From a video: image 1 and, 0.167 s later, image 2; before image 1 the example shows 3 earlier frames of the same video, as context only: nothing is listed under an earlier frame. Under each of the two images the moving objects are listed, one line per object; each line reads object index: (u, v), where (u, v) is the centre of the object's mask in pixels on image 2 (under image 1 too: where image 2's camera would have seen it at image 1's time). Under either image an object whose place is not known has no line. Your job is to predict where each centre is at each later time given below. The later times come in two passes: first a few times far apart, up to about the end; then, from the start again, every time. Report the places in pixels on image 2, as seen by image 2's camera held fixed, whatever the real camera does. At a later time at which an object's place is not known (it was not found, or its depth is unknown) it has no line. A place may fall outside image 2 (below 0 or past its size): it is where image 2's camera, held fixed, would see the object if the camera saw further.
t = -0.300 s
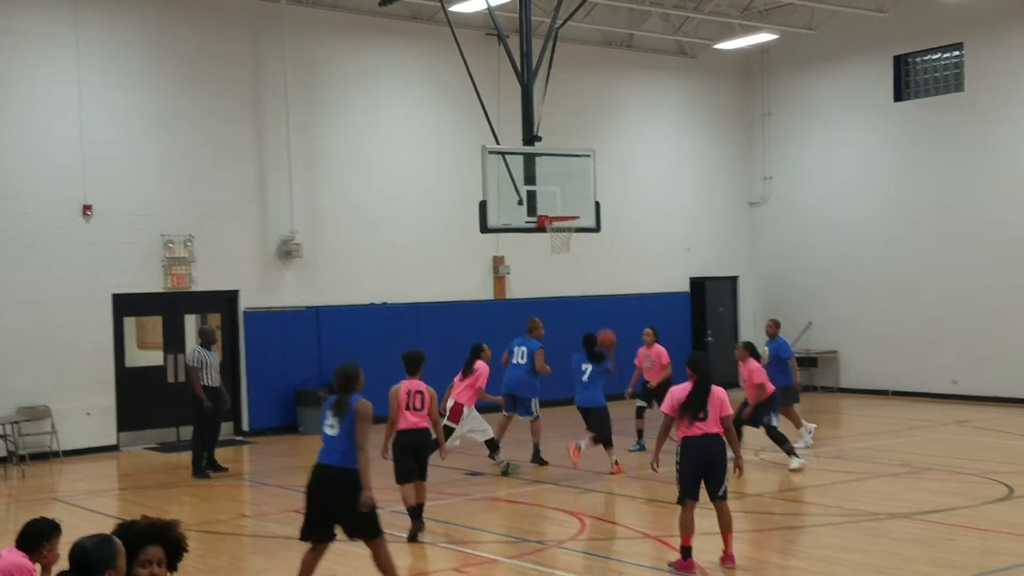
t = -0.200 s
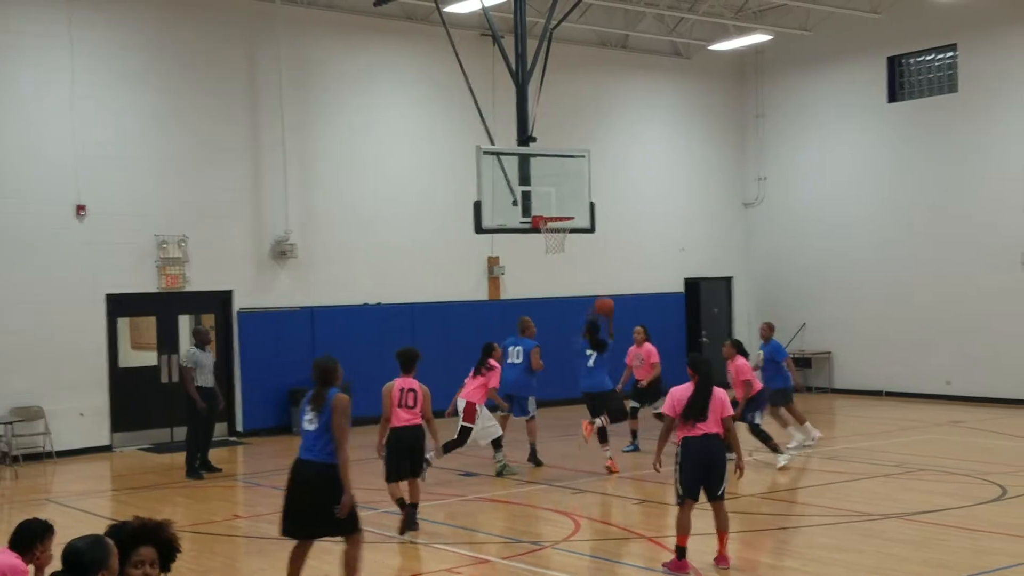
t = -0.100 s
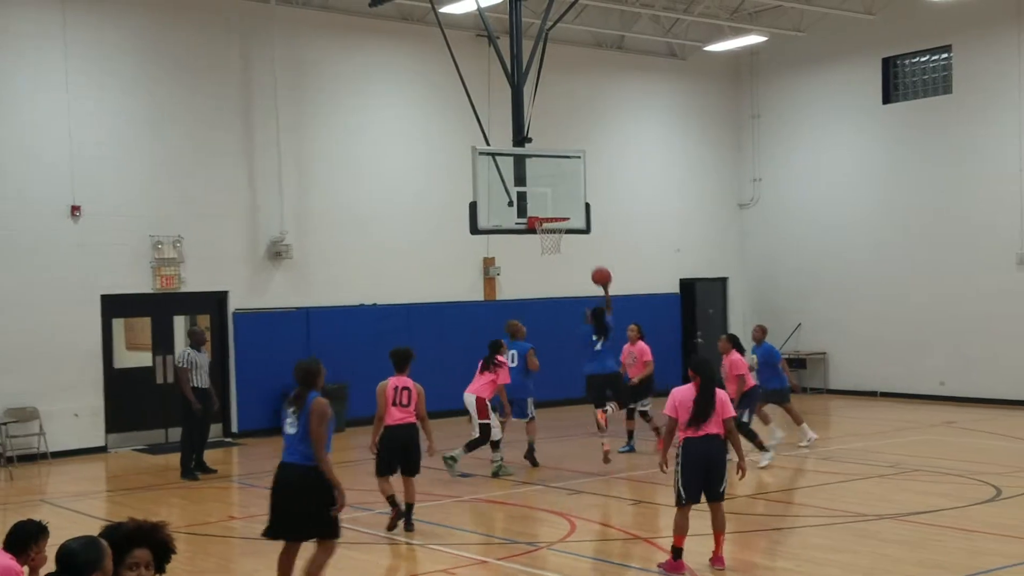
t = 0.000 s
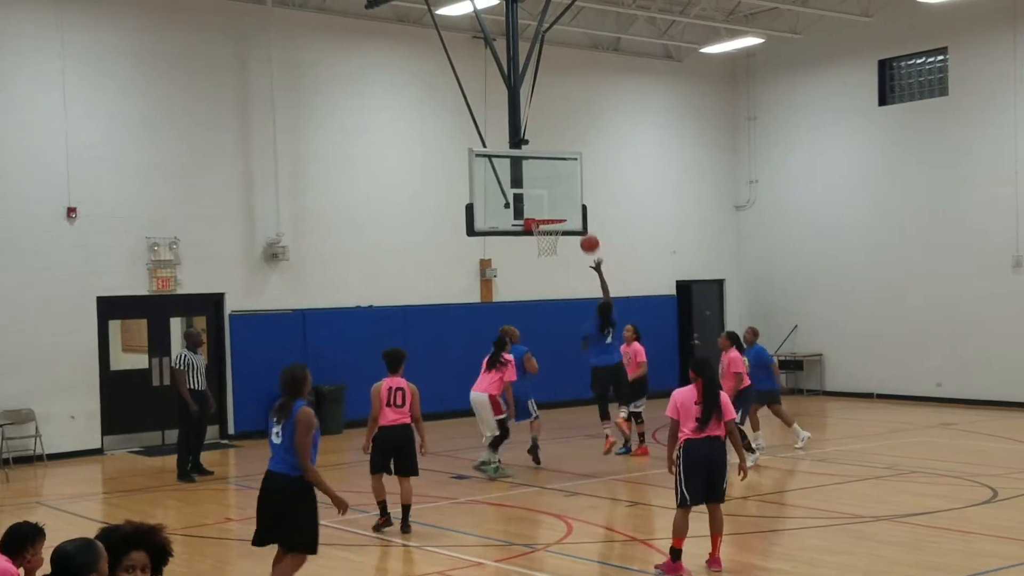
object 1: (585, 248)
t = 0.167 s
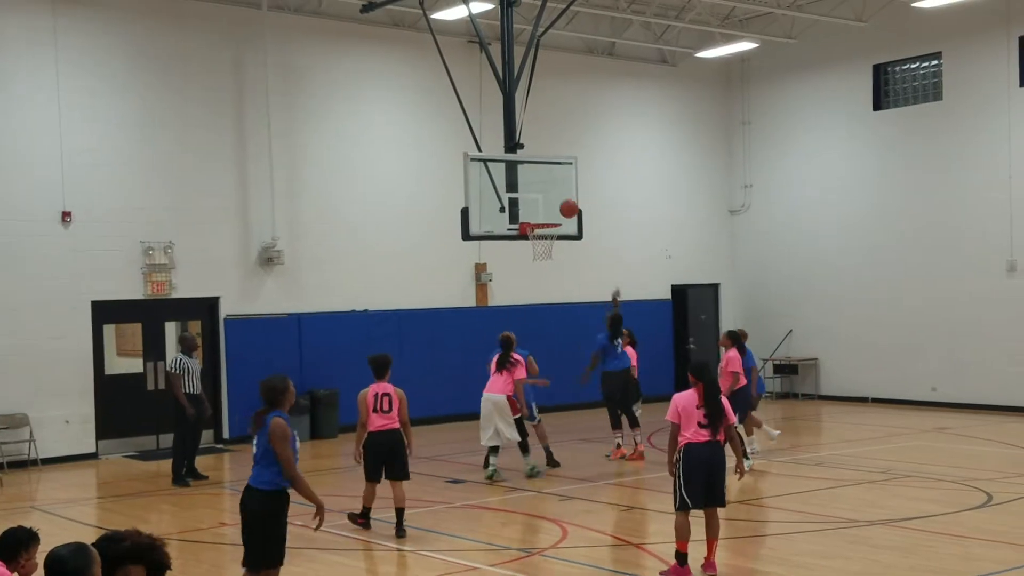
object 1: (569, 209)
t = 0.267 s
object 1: (560, 197)
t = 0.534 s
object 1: (539, 203)
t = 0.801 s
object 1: (563, 211)
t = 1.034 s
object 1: (607, 234)
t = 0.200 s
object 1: (566, 204)
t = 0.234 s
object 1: (563, 200)
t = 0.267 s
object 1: (560, 197)
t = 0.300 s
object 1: (557, 194)
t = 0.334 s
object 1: (554, 193)
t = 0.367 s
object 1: (552, 193)
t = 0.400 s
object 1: (549, 193)
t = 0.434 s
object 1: (546, 194)
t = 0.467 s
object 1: (544, 196)
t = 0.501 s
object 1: (541, 199)
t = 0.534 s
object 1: (539, 203)
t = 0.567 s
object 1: (536, 207)
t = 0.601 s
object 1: (534, 213)
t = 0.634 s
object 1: (532, 217)
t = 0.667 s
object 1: (538, 216)
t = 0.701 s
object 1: (544, 213)
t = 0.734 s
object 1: (551, 211)
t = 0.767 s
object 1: (557, 211)
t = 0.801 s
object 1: (563, 211)
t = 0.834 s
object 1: (569, 212)
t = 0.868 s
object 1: (575, 213)
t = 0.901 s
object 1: (582, 216)
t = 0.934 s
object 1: (588, 219)
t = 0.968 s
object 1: (595, 223)
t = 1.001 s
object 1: (601, 228)
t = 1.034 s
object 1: (607, 234)
